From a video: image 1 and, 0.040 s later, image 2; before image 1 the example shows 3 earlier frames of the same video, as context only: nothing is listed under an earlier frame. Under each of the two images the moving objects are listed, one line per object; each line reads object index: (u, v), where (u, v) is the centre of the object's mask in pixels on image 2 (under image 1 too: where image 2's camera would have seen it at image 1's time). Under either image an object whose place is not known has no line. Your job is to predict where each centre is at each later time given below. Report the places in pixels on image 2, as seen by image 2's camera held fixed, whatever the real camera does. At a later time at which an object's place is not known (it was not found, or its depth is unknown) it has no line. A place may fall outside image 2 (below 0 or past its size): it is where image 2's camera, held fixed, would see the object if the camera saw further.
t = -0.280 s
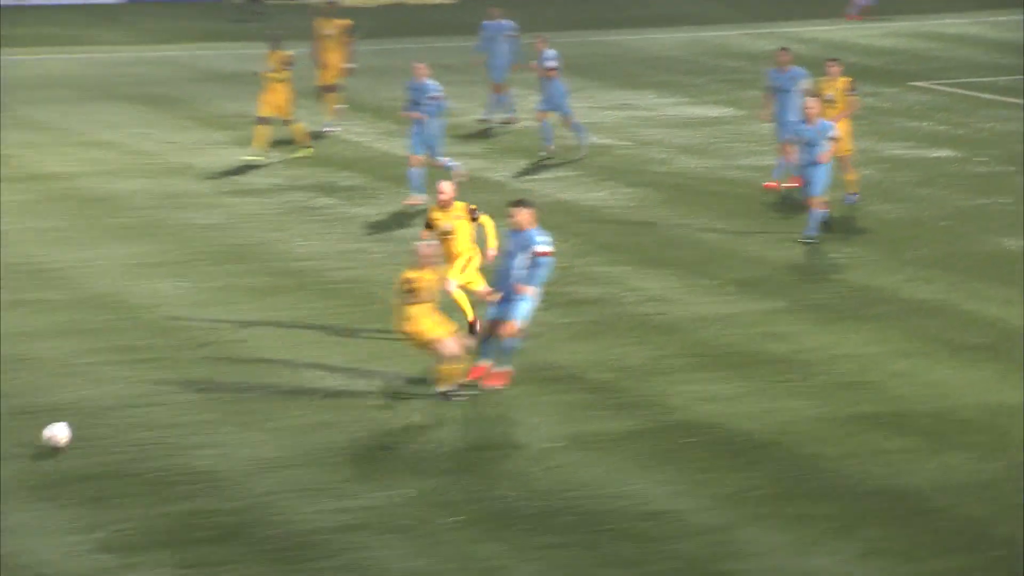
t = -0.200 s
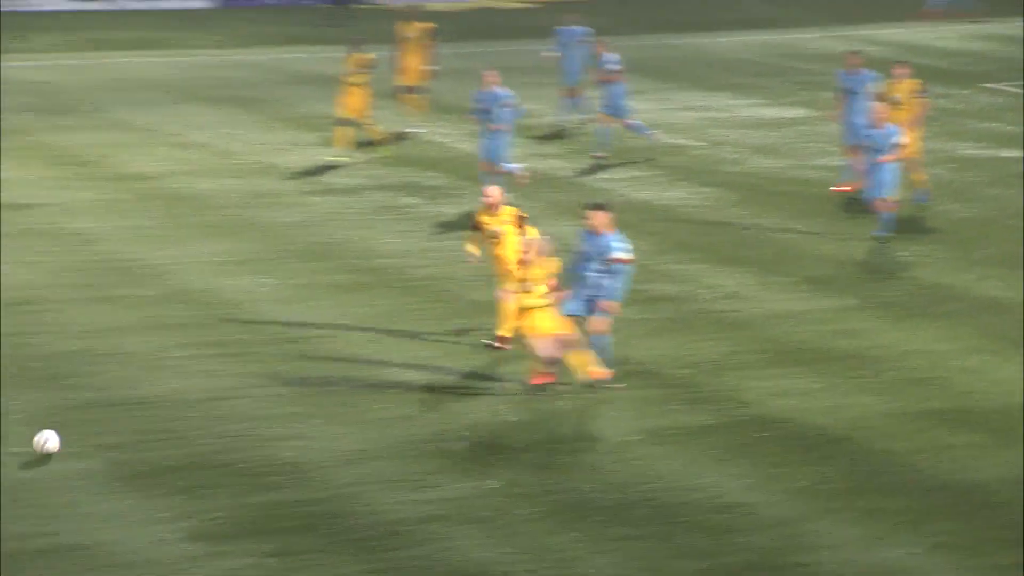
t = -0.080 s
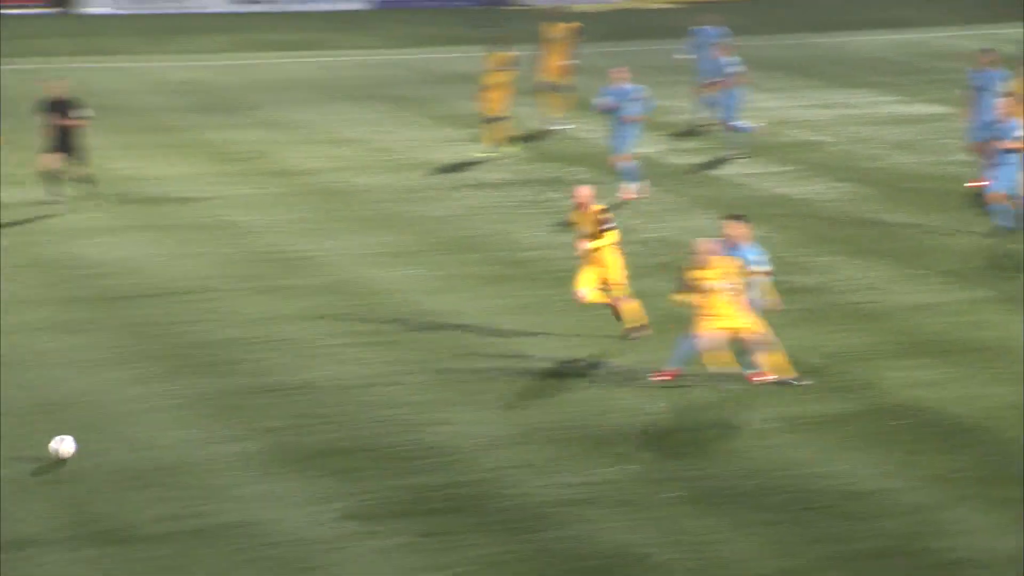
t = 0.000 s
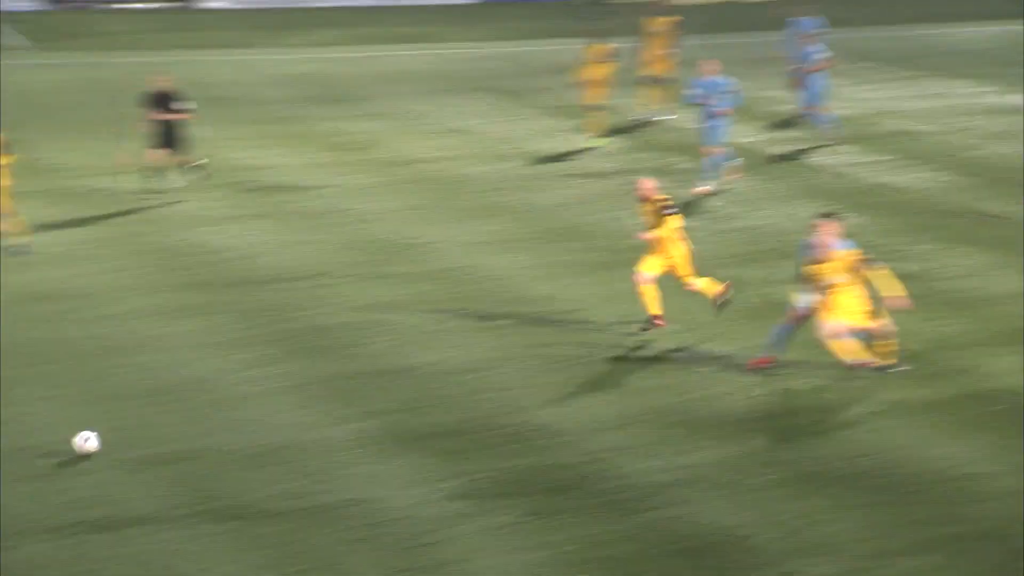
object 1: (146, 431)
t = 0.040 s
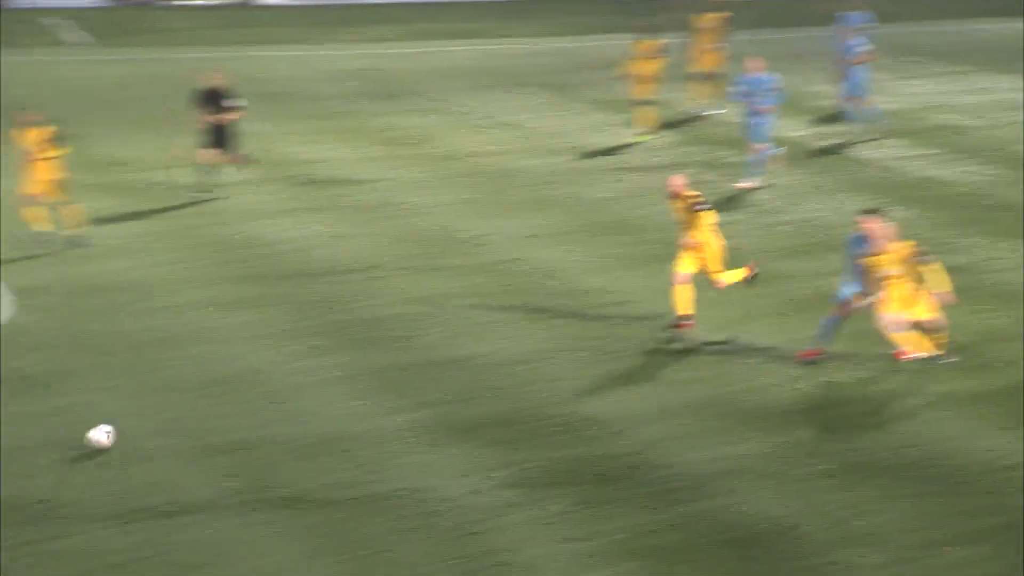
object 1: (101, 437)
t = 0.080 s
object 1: (52, 445)
